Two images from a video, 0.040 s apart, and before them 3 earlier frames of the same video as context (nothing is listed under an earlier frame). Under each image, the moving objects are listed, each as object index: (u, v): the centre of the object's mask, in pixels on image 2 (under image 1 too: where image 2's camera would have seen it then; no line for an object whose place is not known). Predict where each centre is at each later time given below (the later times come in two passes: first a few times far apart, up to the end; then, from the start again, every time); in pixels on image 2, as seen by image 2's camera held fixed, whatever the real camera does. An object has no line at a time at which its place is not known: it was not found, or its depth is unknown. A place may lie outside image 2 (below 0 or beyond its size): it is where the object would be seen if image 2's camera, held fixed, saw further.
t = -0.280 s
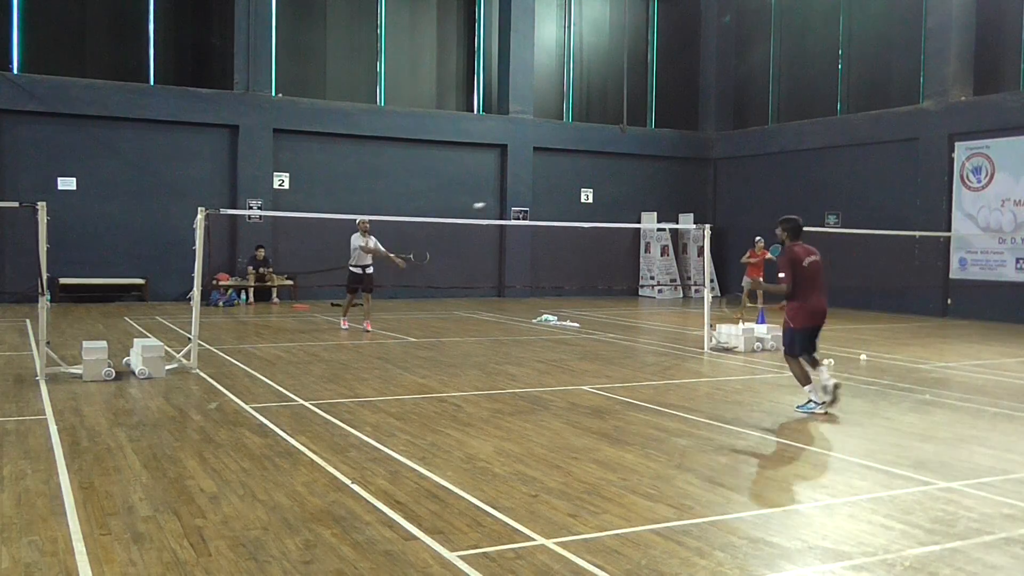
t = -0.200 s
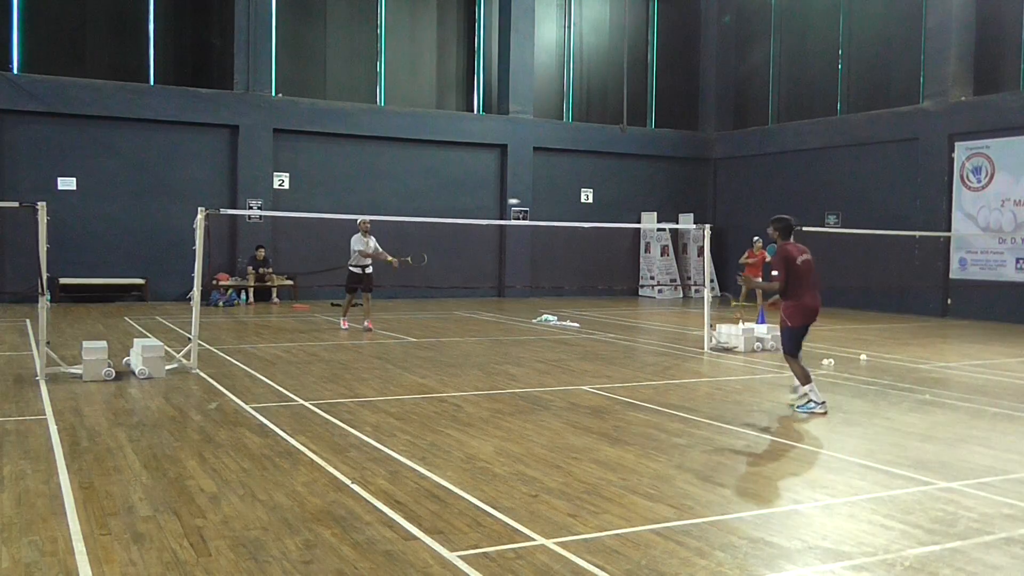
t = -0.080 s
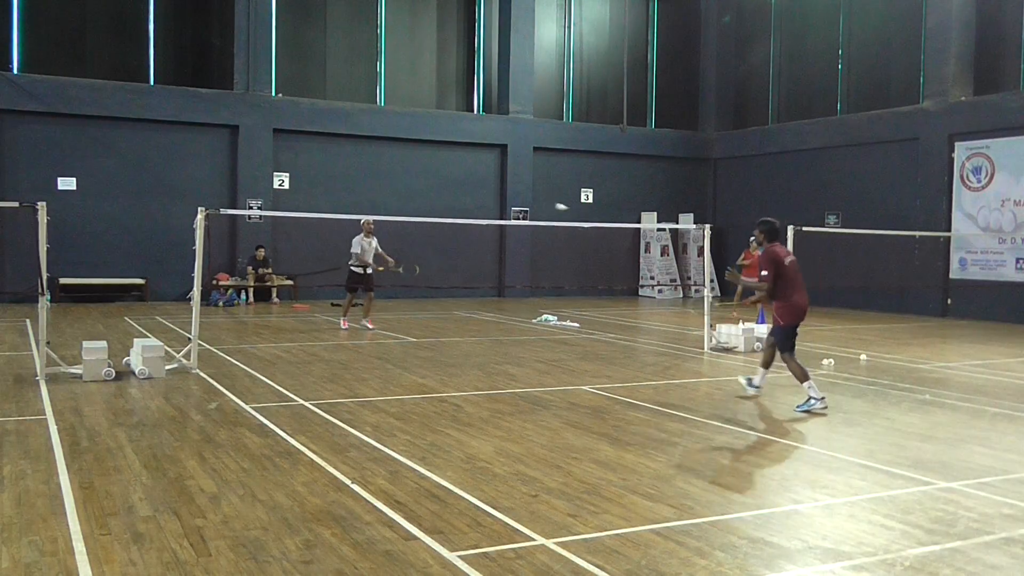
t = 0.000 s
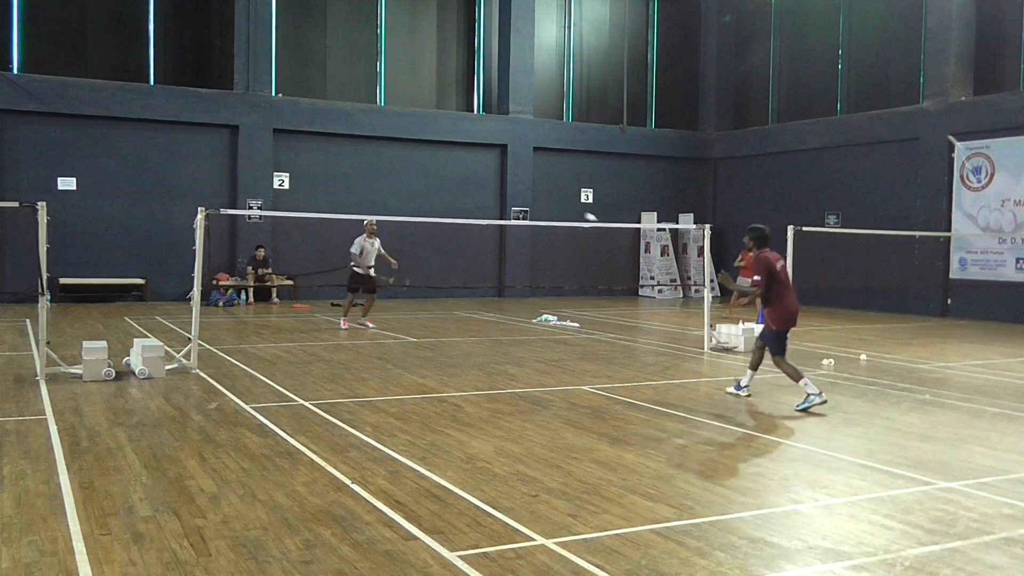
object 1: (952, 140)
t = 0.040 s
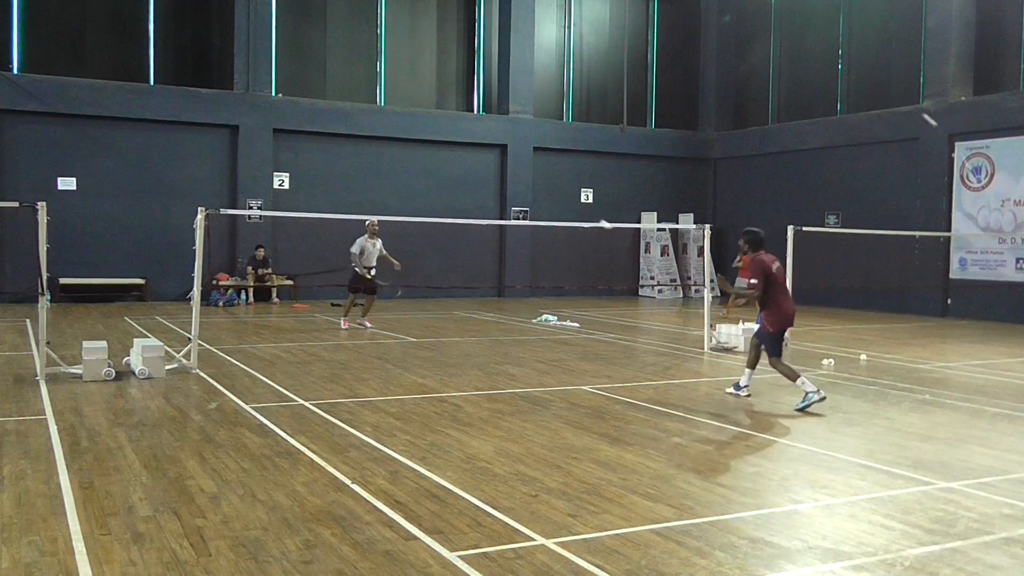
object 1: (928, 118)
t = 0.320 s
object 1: (814, 39)
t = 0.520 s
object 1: (762, 27)
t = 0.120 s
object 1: (887, 85)
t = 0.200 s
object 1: (854, 61)
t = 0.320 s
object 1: (814, 39)
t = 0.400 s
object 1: (791, 31)
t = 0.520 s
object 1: (762, 27)
